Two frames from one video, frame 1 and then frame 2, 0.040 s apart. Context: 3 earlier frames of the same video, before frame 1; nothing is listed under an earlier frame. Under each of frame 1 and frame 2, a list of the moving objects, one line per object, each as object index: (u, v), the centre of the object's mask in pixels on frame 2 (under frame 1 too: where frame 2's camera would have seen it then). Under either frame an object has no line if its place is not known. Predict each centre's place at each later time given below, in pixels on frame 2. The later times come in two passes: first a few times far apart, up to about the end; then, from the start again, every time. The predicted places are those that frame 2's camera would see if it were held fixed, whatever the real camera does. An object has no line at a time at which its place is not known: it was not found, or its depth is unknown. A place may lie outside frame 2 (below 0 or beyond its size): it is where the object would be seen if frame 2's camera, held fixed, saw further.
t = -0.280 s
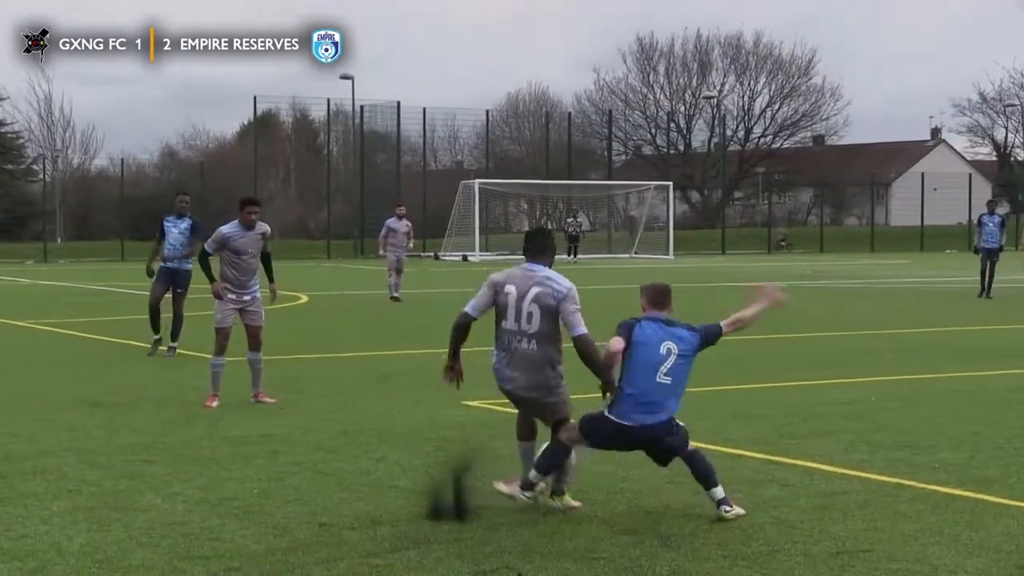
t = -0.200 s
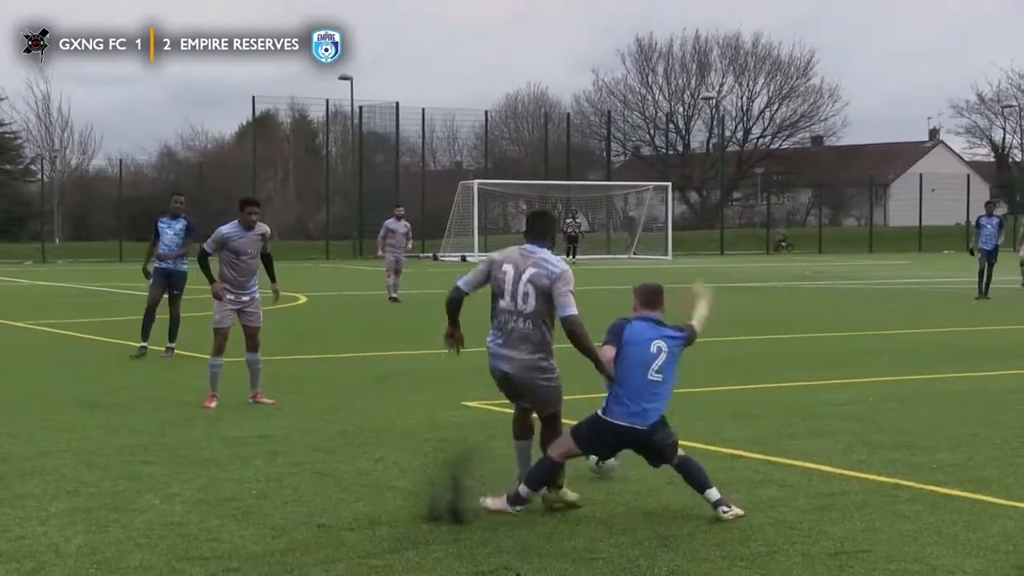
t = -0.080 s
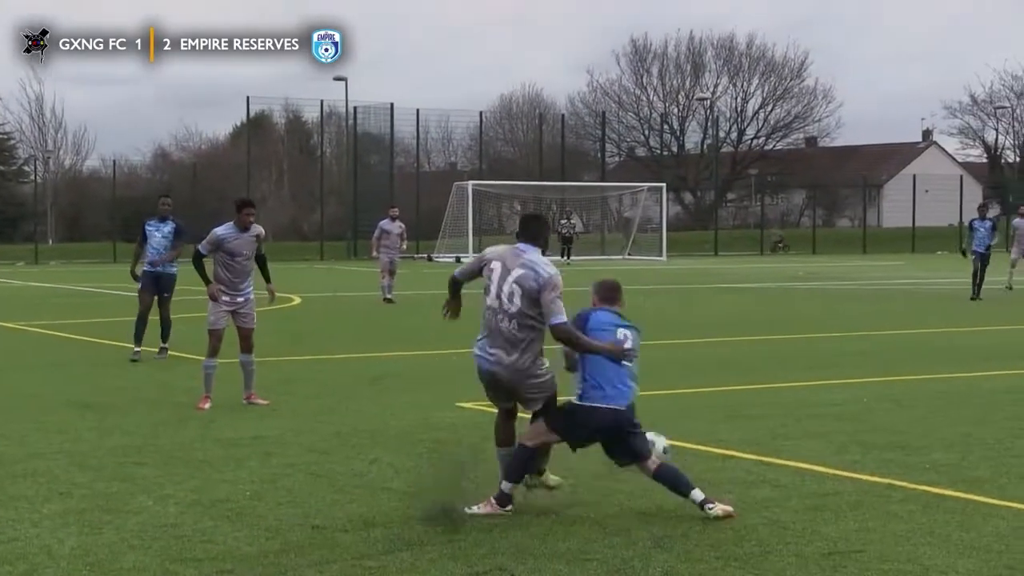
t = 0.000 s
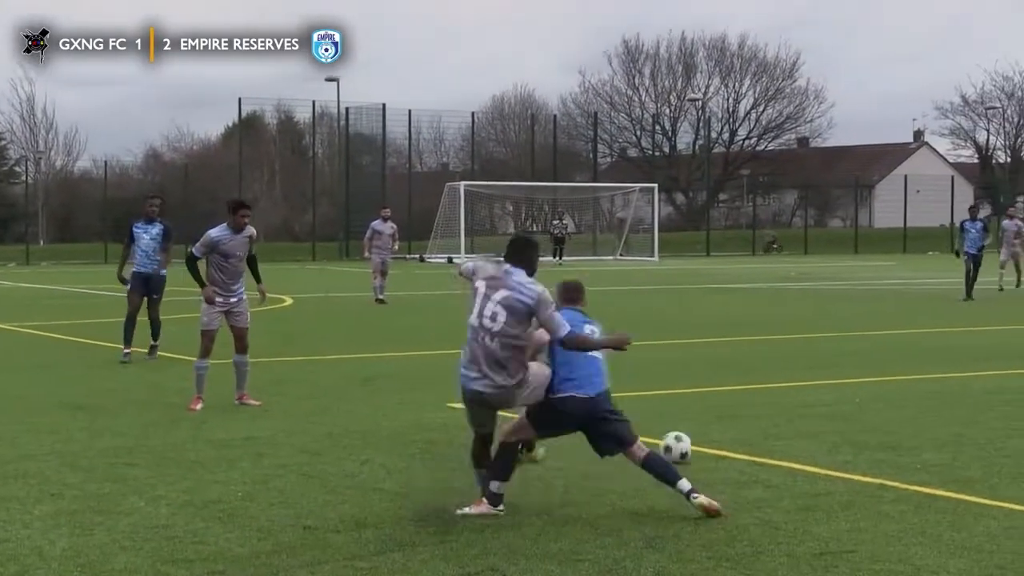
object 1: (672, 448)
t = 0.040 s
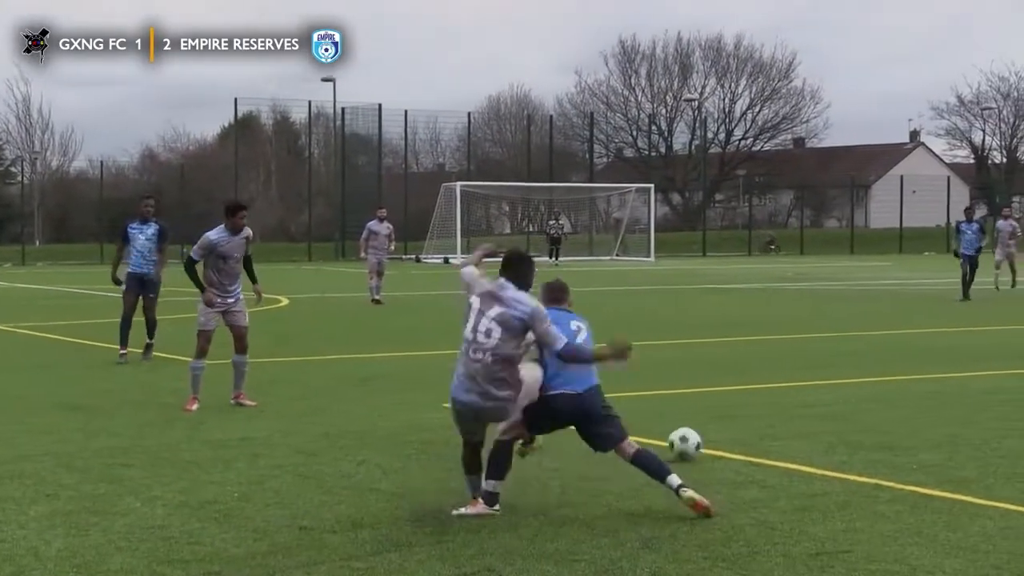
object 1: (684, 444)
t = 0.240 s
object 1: (741, 433)
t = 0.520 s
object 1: (806, 422)
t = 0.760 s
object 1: (854, 415)
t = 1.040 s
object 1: (903, 407)
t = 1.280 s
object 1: (939, 400)
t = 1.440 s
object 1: (962, 397)
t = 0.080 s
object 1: (697, 441)
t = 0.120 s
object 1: (709, 440)
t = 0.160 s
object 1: (720, 437)
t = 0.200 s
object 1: (730, 434)
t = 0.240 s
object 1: (741, 433)
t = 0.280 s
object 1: (751, 433)
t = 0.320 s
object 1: (760, 430)
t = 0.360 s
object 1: (770, 426)
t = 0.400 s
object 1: (779, 426)
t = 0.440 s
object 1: (788, 426)
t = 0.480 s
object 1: (797, 424)
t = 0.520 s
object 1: (806, 422)
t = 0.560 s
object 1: (814, 422)
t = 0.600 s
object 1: (823, 420)
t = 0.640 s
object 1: (830, 419)
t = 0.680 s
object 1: (838, 417)
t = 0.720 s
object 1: (846, 415)
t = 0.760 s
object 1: (854, 415)
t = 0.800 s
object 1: (861, 413)
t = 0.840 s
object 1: (868, 412)
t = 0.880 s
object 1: (876, 411)
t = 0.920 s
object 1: (882, 409)
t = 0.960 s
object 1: (890, 409)
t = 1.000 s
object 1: (897, 408)
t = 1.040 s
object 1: (903, 407)
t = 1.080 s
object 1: (909, 405)
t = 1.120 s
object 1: (915, 404)
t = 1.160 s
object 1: (922, 403)
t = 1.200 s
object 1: (927, 402)
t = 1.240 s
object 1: (933, 402)
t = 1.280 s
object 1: (939, 400)
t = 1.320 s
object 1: (946, 400)
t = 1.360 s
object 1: (952, 398)
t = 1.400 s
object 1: (958, 397)
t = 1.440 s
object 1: (962, 397)
